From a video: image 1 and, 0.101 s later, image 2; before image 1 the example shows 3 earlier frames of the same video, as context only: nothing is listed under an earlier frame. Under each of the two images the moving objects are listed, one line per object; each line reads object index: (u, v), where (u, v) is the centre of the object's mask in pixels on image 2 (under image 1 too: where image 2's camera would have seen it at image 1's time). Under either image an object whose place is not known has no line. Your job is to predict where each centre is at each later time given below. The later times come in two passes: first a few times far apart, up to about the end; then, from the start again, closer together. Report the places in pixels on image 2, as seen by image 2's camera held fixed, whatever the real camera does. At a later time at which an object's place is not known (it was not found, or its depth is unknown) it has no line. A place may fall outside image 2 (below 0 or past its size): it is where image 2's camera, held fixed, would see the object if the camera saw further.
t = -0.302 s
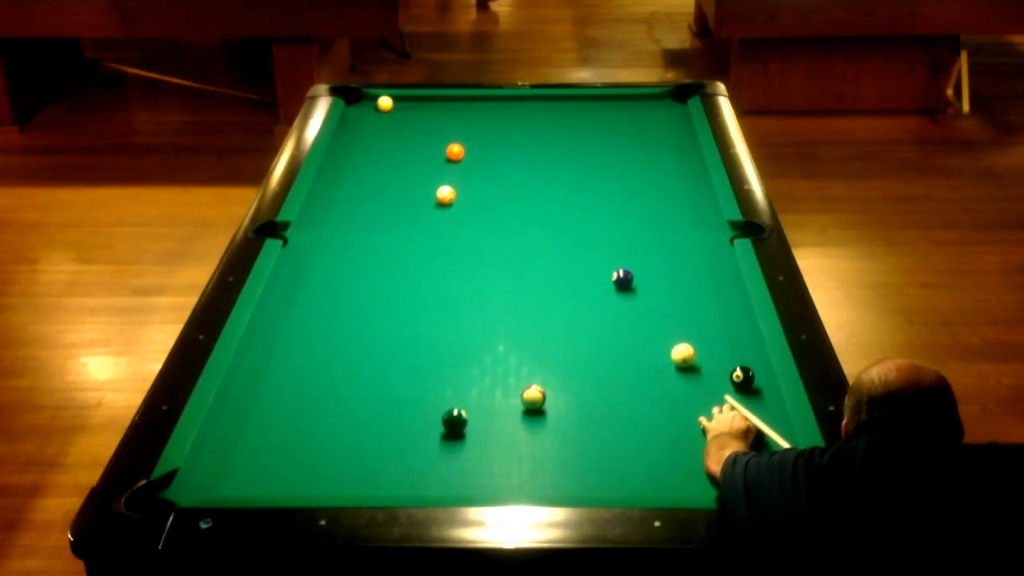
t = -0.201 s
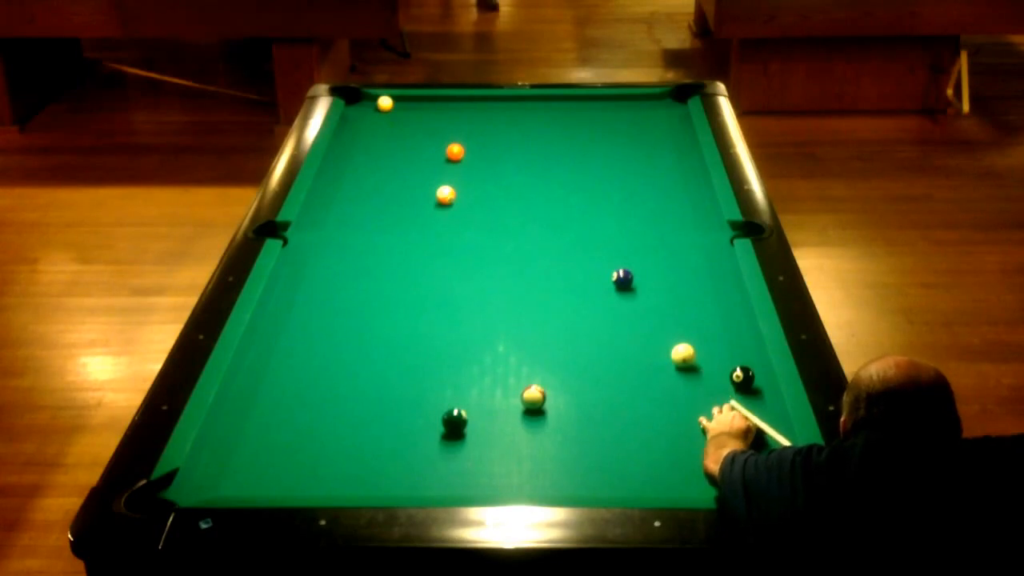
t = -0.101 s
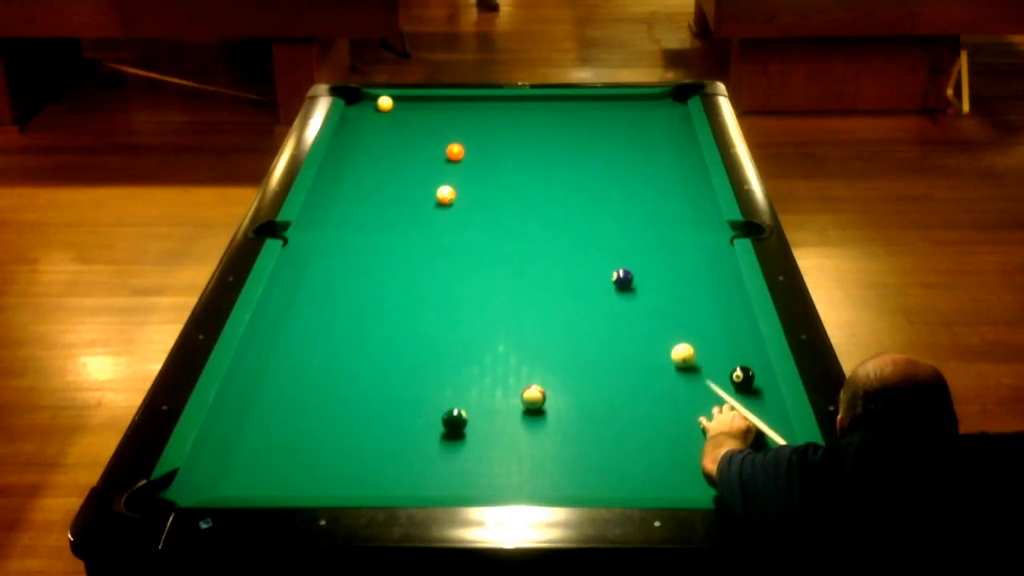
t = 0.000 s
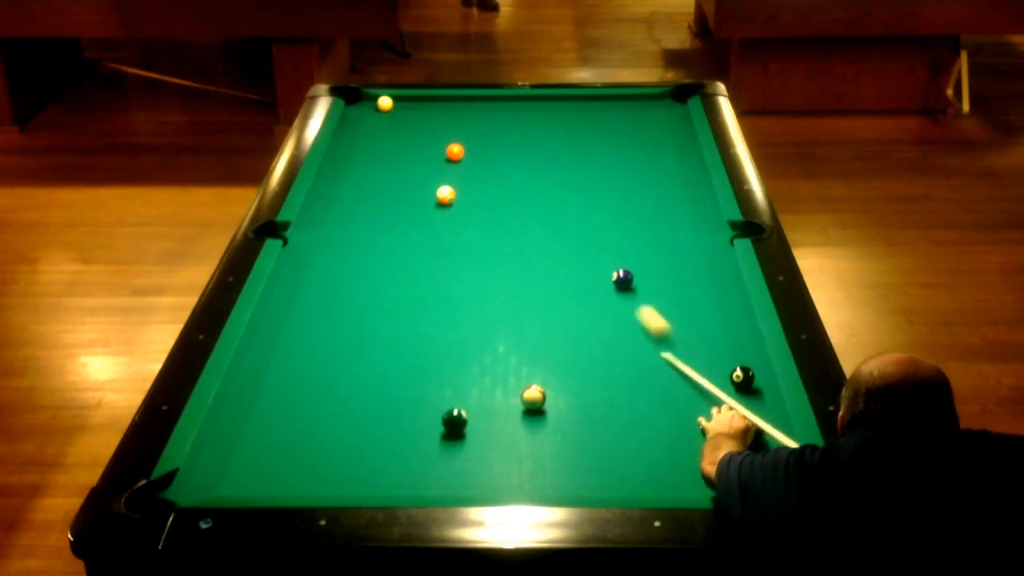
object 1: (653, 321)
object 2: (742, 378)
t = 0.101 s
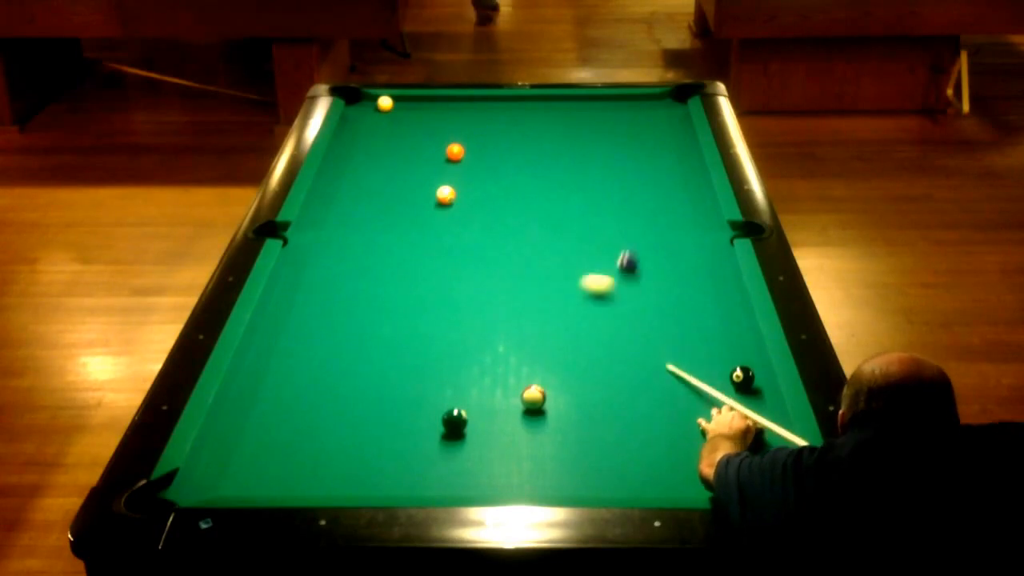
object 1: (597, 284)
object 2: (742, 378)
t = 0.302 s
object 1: (496, 276)
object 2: (742, 378)
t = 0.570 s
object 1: (386, 270)
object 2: (742, 378)
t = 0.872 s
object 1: (292, 266)
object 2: (742, 378)
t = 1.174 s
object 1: (348, 278)
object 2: (742, 378)
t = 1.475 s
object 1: (399, 289)
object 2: (742, 378)
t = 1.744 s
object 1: (444, 299)
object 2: (742, 378)
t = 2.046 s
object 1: (494, 311)
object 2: (742, 378)
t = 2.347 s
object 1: (543, 321)
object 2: (742, 378)
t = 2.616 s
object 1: (586, 331)
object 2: (742, 378)
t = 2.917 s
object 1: (632, 341)
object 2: (742, 378)
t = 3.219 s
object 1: (677, 351)
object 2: (742, 378)
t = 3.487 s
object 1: (716, 360)
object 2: (742, 378)
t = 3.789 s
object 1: (752, 362)
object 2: (746, 382)
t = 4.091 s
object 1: (749, 363)
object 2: (752, 390)
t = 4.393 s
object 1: (737, 363)
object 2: (757, 393)
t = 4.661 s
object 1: (729, 363)
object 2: (759, 396)
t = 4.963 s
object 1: (724, 363)
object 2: (760, 398)
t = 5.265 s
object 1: (722, 363)
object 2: (761, 401)
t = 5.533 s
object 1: (723, 363)
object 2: (761, 401)
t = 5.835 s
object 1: (723, 363)
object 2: (762, 402)
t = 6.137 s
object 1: (723, 363)
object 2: (761, 400)
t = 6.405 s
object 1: (723, 363)
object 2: (760, 400)
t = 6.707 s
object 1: (723, 363)
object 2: (761, 399)
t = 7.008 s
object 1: (723, 363)
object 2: (761, 399)
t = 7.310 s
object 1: (723, 363)
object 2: (761, 399)
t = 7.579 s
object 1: (723, 364)
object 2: (761, 399)
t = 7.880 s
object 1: (723, 363)
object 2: (761, 399)
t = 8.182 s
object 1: (723, 363)
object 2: (761, 399)
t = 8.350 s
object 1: (723, 364)
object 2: (761, 399)
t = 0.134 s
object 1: (577, 282)
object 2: (742, 378)
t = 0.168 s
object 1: (559, 281)
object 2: (742, 378)
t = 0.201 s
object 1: (542, 280)
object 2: (742, 378)
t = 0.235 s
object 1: (525, 278)
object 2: (742, 378)
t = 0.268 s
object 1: (510, 277)
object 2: (742, 378)
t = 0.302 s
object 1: (496, 276)
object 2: (742, 378)
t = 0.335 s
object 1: (482, 275)
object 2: (742, 378)
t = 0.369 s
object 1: (468, 275)
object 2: (742, 378)
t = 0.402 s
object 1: (454, 274)
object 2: (742, 378)
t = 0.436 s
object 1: (441, 273)
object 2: (742, 378)
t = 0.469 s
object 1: (427, 272)
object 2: (742, 378)
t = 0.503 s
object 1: (413, 271)
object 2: (742, 378)
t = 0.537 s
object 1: (399, 270)
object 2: (742, 378)
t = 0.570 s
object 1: (386, 270)
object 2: (742, 378)
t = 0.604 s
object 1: (373, 269)
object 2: (742, 378)
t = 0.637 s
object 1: (360, 268)
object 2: (742, 378)
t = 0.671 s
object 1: (347, 267)
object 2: (742, 379)
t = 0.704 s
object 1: (334, 267)
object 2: (742, 378)
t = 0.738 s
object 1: (320, 266)
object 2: (742, 378)
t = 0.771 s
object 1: (307, 265)
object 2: (742, 378)
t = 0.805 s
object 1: (294, 265)
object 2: (742, 378)
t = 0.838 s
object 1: (286, 265)
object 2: (742, 378)
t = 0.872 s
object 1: (292, 266)
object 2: (742, 378)
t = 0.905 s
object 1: (300, 267)
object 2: (742, 378)
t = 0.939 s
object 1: (307, 269)
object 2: (742, 378)
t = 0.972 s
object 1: (313, 270)
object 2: (742, 378)
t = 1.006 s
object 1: (319, 271)
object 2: (742, 378)
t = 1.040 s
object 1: (325, 273)
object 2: (742, 378)
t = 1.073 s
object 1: (331, 274)
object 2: (742, 378)
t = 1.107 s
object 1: (337, 275)
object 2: (742, 378)
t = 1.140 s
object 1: (342, 276)
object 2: (742, 378)
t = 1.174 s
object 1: (348, 278)
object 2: (742, 378)
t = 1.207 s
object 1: (354, 279)
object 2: (742, 378)
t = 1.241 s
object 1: (359, 281)
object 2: (742, 378)
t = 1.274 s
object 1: (365, 282)
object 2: (742, 379)
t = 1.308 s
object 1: (371, 283)
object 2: (742, 379)
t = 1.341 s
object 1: (376, 284)
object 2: (742, 378)
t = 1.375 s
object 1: (382, 286)
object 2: (742, 379)
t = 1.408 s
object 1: (388, 287)
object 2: (742, 378)
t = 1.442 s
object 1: (393, 288)
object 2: (742, 378)
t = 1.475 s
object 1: (399, 289)
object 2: (742, 378)
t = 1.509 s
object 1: (405, 290)
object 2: (742, 378)
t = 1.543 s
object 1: (410, 292)
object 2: (742, 378)
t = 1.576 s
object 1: (416, 293)
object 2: (742, 378)
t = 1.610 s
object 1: (422, 295)
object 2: (742, 378)
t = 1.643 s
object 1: (427, 296)
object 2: (742, 378)
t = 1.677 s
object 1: (433, 297)
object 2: (742, 378)
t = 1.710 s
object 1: (439, 298)
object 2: (742, 378)
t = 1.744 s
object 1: (444, 299)
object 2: (742, 378)
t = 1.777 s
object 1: (450, 301)
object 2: (742, 378)
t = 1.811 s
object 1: (455, 302)
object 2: (742, 378)
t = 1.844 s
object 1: (461, 303)
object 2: (742, 378)
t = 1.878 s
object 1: (466, 304)
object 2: (742, 378)
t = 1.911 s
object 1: (472, 306)
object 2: (742, 378)
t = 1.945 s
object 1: (477, 307)
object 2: (742, 378)
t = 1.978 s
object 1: (483, 308)
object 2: (742, 378)
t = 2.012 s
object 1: (488, 309)
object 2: (742, 378)
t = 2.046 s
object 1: (494, 311)
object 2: (742, 378)
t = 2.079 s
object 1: (500, 312)
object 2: (742, 378)
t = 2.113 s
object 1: (505, 313)
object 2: (742, 378)
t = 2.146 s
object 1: (511, 314)
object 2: (742, 378)
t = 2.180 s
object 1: (516, 315)
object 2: (742, 378)
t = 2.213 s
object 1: (521, 317)
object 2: (742, 378)
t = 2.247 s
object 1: (527, 318)
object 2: (742, 378)
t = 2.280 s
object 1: (532, 319)
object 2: (742, 378)
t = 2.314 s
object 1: (537, 320)
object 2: (742, 378)
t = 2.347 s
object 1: (543, 321)
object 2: (742, 378)
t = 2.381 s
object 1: (548, 323)
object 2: (742, 378)
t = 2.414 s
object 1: (554, 324)
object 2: (742, 378)
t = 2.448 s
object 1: (559, 325)
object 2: (742, 378)
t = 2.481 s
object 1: (564, 326)
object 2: (742, 378)
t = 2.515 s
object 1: (570, 327)
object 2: (742, 378)
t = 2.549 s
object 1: (575, 328)
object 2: (742, 378)
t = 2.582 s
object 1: (580, 329)
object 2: (742, 378)
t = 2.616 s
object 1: (586, 331)
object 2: (742, 378)
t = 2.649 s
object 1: (591, 332)
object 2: (742, 378)
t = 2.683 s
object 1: (596, 333)
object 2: (742, 378)
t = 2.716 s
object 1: (601, 334)
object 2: (742, 378)
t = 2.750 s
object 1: (606, 335)
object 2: (742, 378)
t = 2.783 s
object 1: (611, 337)
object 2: (742, 378)
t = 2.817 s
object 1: (616, 338)
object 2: (742, 378)
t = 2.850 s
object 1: (621, 339)
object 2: (742, 378)
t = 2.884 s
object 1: (627, 340)
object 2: (742, 378)
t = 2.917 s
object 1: (632, 341)
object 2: (742, 378)
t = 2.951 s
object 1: (637, 342)
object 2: (742, 378)
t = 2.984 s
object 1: (642, 343)
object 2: (742, 378)
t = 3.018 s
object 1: (647, 344)
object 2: (742, 378)
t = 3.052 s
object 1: (652, 346)
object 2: (742, 378)
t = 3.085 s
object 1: (657, 347)
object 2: (742, 378)
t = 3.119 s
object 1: (662, 348)
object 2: (742, 378)
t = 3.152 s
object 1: (667, 349)
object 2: (742, 378)
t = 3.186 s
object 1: (672, 350)
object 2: (742, 378)
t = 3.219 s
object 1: (677, 351)
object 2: (742, 378)
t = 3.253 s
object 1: (682, 353)
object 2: (742, 378)
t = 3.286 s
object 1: (687, 354)
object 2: (742, 378)
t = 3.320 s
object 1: (692, 355)
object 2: (742, 378)
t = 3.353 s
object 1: (696, 356)
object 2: (742, 378)
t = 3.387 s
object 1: (701, 357)
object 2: (742, 378)
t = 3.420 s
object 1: (706, 357)
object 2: (742, 378)
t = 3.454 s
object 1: (711, 358)
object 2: (742, 378)
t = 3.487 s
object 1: (716, 360)
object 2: (742, 378)
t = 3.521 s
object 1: (720, 361)
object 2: (742, 378)
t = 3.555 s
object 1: (725, 362)
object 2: (742, 378)
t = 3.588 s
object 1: (728, 362)
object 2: (742, 378)
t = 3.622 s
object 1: (733, 362)
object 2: (742, 378)
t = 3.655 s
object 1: (737, 361)
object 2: (743, 379)
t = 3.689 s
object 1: (741, 361)
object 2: (744, 380)
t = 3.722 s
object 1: (745, 362)
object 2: (745, 380)
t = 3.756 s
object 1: (748, 362)
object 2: (745, 381)
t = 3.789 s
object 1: (752, 362)
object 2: (746, 382)
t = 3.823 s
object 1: (755, 363)
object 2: (747, 383)
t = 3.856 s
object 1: (759, 362)
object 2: (748, 384)
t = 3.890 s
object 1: (758, 363)
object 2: (748, 385)
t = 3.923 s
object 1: (756, 363)
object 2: (749, 386)
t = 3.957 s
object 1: (755, 363)
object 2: (750, 387)
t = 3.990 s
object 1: (753, 363)
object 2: (750, 388)
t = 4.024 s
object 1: (752, 363)
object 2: (751, 388)
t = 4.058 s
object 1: (750, 363)
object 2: (752, 389)
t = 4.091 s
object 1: (749, 363)
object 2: (752, 390)
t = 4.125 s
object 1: (747, 363)
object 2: (754, 389)
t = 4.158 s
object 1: (746, 363)
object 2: (754, 389)
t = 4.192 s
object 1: (744, 363)
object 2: (755, 390)
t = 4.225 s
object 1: (743, 363)
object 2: (755, 391)
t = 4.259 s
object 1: (742, 363)
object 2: (755, 393)
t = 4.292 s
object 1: (741, 363)
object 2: (756, 392)
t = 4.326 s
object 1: (740, 363)
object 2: (756, 392)
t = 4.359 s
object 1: (738, 363)
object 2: (757, 393)
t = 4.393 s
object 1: (737, 363)
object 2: (757, 393)
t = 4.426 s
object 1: (736, 363)
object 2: (757, 394)
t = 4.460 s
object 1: (735, 363)
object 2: (758, 394)
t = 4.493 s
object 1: (734, 363)
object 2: (758, 395)
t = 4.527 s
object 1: (733, 363)
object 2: (758, 395)
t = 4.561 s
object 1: (732, 363)
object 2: (758, 395)
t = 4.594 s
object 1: (731, 363)
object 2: (759, 395)
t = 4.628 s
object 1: (730, 363)
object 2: (759, 395)
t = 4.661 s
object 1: (729, 363)
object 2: (759, 396)
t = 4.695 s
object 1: (729, 363)
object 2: (759, 396)
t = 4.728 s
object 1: (728, 363)
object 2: (759, 396)
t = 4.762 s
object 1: (727, 363)
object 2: (759, 396)
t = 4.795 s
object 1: (727, 363)
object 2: (759, 396)
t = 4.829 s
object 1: (726, 363)
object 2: (760, 397)
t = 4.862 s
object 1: (726, 363)
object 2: (760, 397)
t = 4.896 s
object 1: (725, 363)
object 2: (760, 397)
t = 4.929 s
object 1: (724, 363)
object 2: (760, 400)
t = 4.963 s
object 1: (724, 363)
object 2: (760, 398)
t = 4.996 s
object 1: (723, 363)
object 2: (760, 398)
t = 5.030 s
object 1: (723, 363)
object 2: (760, 400)
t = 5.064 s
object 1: (723, 363)
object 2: (760, 401)
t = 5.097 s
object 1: (722, 363)
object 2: (760, 401)
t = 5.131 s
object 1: (722, 363)
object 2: (760, 401)
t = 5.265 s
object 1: (722, 363)
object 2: (761, 401)
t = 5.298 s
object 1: (722, 363)
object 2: (761, 401)
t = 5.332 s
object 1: (722, 363)
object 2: (761, 401)
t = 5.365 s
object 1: (722, 363)
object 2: (761, 401)
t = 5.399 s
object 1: (722, 363)
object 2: (761, 401)
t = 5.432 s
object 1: (722, 363)
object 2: (761, 401)
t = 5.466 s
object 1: (722, 363)
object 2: (761, 401)
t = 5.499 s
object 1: (723, 363)
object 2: (761, 401)
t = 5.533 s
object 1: (723, 363)
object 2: (761, 401)
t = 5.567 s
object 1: (723, 363)
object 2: (761, 402)
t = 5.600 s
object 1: (723, 363)
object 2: (761, 402)
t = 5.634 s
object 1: (723, 363)
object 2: (761, 402)
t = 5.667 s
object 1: (723, 363)
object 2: (761, 402)
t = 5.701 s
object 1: (723, 363)
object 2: (761, 402)
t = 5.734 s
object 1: (723, 363)
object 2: (761, 402)
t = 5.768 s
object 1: (723, 363)
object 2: (762, 402)
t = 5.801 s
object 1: (723, 363)
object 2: (762, 402)
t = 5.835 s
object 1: (723, 363)
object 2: (762, 402)
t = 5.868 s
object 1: (723, 363)
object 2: (762, 402)
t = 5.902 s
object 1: (723, 363)
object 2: (761, 400)
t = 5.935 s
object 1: (723, 363)
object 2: (761, 400)
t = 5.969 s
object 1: (723, 363)
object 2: (761, 400)
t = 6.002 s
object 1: (723, 363)
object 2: (761, 400)
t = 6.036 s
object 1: (723, 363)
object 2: (761, 400)
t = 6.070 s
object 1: (723, 363)
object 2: (761, 400)
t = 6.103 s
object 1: (723, 363)
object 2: (761, 400)
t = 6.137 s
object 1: (723, 363)
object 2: (761, 400)
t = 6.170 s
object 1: (723, 363)
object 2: (761, 400)
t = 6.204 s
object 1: (723, 363)
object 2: (761, 400)
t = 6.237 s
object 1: (723, 363)
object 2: (760, 400)
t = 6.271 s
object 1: (723, 363)
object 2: (761, 400)
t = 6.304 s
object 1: (723, 363)
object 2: (760, 400)
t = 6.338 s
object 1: (723, 363)
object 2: (760, 400)
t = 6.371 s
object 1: (723, 363)
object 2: (760, 400)
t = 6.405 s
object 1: (723, 363)
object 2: (760, 400)
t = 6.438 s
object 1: (723, 363)
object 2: (760, 400)
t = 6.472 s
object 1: (723, 363)
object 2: (761, 400)
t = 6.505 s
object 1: (723, 363)
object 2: (760, 400)
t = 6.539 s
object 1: (723, 363)
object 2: (760, 400)
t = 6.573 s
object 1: (723, 363)
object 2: (761, 400)
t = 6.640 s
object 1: (723, 363)
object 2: (760, 400)
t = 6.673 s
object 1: (723, 363)
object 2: (761, 399)
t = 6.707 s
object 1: (723, 363)
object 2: (761, 399)
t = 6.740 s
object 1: (723, 363)
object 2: (761, 399)
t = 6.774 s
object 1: (723, 363)
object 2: (761, 399)
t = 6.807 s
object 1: (723, 363)
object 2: (761, 399)
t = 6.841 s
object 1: (723, 363)
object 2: (761, 399)
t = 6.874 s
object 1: (723, 363)
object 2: (761, 399)
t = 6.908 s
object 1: (723, 363)
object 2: (761, 399)
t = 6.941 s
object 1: (723, 363)
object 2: (761, 399)
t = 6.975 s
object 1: (723, 363)
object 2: (761, 400)
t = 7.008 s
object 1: (723, 363)
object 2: (761, 399)
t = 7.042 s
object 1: (723, 363)
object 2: (761, 399)
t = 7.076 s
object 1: (723, 363)
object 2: (761, 401)
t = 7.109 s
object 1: (723, 363)
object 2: (761, 399)
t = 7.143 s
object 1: (723, 363)
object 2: (761, 399)
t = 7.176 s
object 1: (723, 363)
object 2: (761, 399)
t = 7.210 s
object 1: (723, 363)
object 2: (761, 399)
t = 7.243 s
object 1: (723, 363)
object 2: (761, 401)
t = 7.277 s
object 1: (723, 363)
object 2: (761, 399)
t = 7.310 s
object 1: (723, 363)
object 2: (761, 399)
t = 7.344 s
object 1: (723, 363)
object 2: (761, 399)
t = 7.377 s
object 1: (723, 363)
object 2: (761, 401)
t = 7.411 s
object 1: (723, 363)
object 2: (761, 401)
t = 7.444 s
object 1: (723, 363)
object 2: (761, 399)
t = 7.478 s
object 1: (723, 363)
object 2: (761, 399)
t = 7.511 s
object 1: (723, 364)
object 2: (761, 399)
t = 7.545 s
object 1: (723, 364)
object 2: (761, 399)
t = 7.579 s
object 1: (723, 364)
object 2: (761, 399)
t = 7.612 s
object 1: (723, 364)
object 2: (761, 399)
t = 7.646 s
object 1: (723, 364)
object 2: (761, 399)
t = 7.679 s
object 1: (723, 364)
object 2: (761, 399)
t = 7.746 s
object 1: (723, 363)
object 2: (761, 399)
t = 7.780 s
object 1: (723, 363)
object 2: (761, 399)
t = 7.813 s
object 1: (723, 363)
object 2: (761, 399)
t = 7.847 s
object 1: (723, 363)
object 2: (761, 399)
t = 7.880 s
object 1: (723, 363)
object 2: (761, 399)
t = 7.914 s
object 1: (723, 363)
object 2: (761, 399)
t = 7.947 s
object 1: (723, 363)
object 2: (761, 399)
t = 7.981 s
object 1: (723, 363)
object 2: (761, 399)
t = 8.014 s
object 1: (723, 363)
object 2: (761, 399)
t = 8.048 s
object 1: (723, 363)
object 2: (761, 399)
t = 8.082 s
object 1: (723, 363)
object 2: (761, 399)
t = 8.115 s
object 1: (723, 363)
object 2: (761, 399)
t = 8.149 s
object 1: (723, 363)
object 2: (761, 399)
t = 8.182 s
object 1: (723, 363)
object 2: (761, 399)
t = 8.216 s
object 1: (723, 363)
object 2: (761, 399)
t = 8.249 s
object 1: (723, 363)
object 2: (761, 399)
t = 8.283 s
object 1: (723, 363)
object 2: (761, 399)
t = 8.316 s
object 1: (723, 363)
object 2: (761, 399)
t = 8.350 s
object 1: (723, 364)
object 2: (761, 399)
